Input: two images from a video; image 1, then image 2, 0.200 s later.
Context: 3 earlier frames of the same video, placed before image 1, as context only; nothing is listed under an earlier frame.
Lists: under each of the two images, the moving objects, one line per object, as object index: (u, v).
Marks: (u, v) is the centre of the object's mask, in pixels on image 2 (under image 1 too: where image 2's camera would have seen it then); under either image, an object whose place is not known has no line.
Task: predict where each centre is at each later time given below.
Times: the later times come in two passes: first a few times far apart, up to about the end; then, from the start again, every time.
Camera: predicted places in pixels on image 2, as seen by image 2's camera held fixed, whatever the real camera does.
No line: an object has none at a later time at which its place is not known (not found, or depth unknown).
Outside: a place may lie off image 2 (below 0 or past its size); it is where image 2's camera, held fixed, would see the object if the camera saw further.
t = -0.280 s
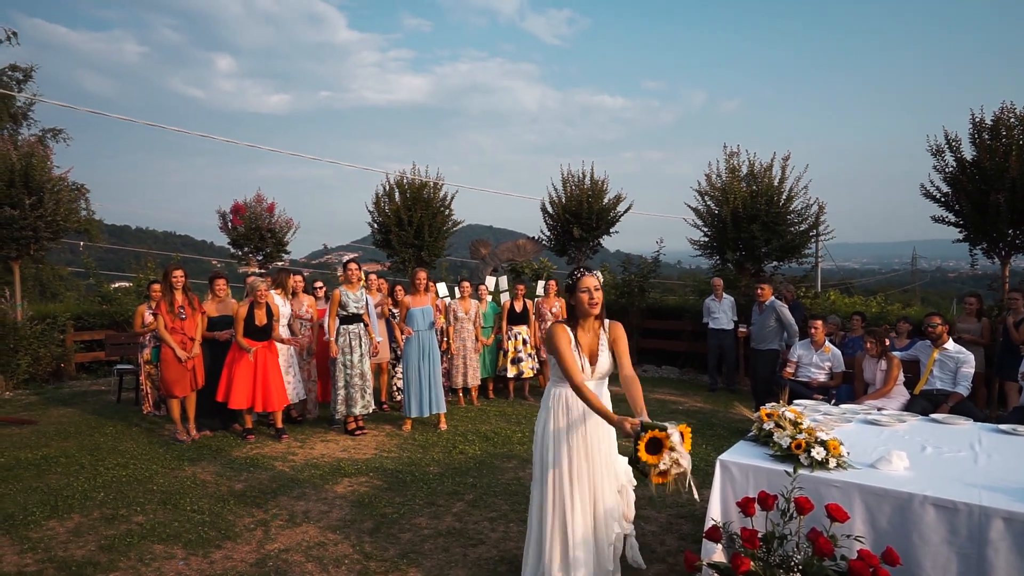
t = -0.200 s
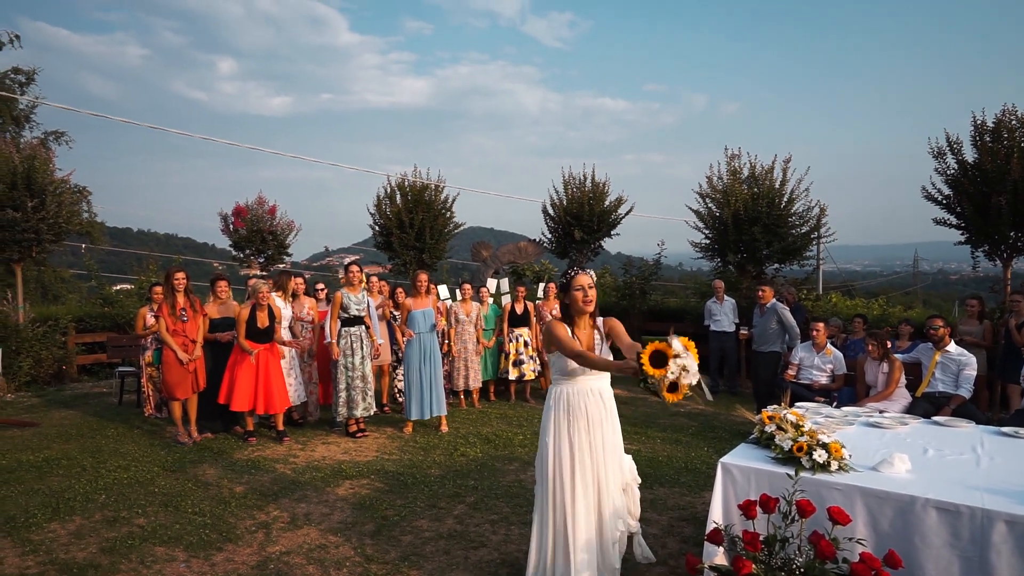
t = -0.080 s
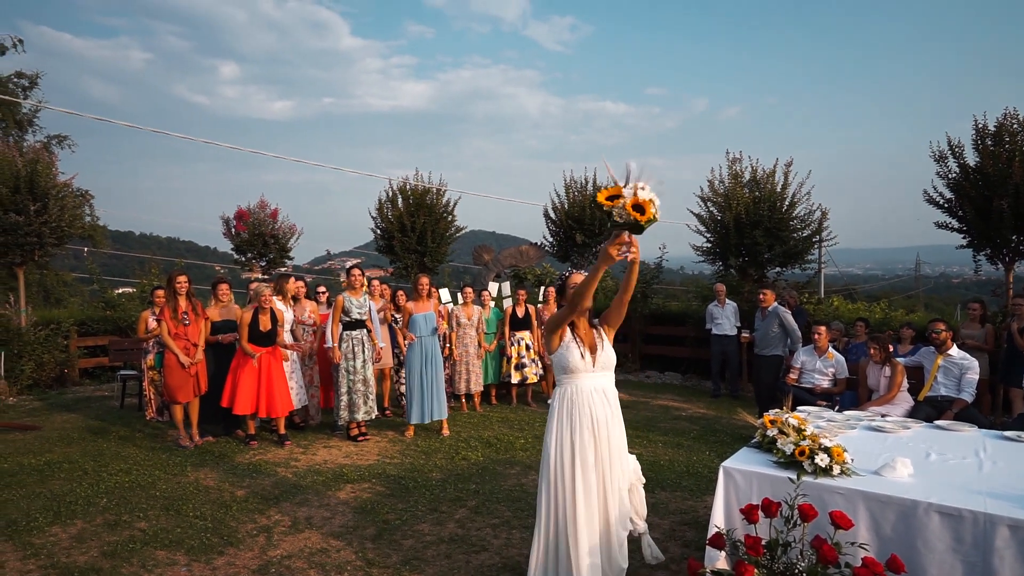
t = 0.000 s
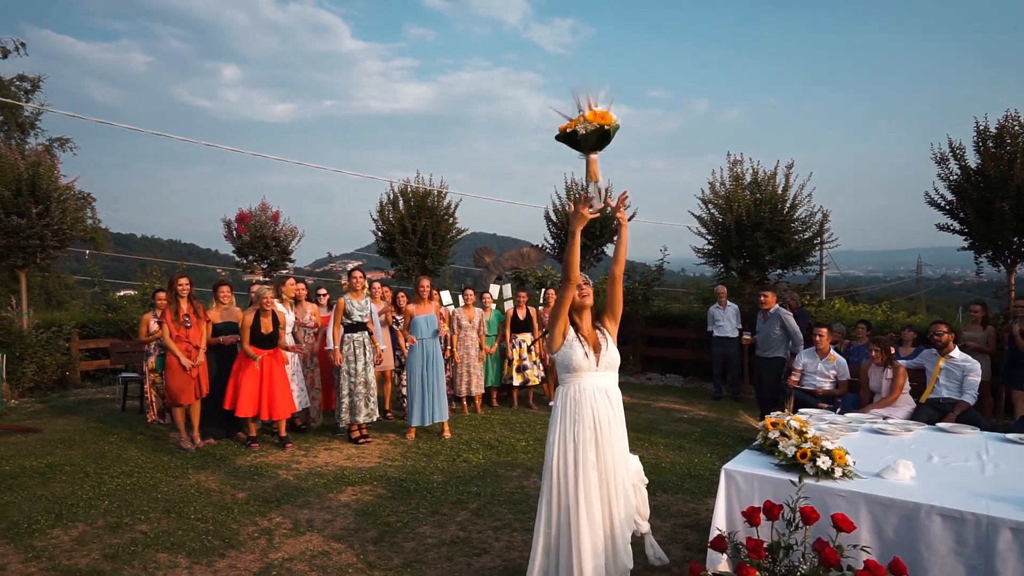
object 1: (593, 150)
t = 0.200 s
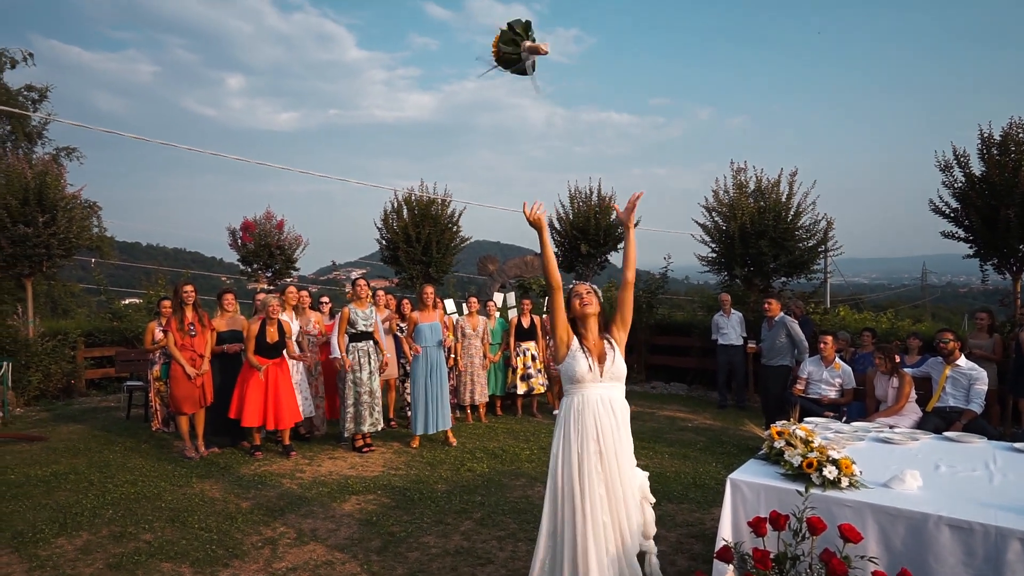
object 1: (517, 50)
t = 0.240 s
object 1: (504, 44)
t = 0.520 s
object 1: (440, 81)
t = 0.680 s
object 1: (415, 149)
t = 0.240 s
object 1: (504, 44)
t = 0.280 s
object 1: (494, 40)
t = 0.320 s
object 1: (483, 41)
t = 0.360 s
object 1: (474, 43)
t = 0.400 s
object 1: (465, 49)
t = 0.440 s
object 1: (456, 58)
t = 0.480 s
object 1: (448, 69)
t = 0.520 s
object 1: (440, 81)
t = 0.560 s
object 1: (433, 95)
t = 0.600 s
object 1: (426, 112)
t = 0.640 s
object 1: (420, 130)
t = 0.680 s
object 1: (415, 149)
